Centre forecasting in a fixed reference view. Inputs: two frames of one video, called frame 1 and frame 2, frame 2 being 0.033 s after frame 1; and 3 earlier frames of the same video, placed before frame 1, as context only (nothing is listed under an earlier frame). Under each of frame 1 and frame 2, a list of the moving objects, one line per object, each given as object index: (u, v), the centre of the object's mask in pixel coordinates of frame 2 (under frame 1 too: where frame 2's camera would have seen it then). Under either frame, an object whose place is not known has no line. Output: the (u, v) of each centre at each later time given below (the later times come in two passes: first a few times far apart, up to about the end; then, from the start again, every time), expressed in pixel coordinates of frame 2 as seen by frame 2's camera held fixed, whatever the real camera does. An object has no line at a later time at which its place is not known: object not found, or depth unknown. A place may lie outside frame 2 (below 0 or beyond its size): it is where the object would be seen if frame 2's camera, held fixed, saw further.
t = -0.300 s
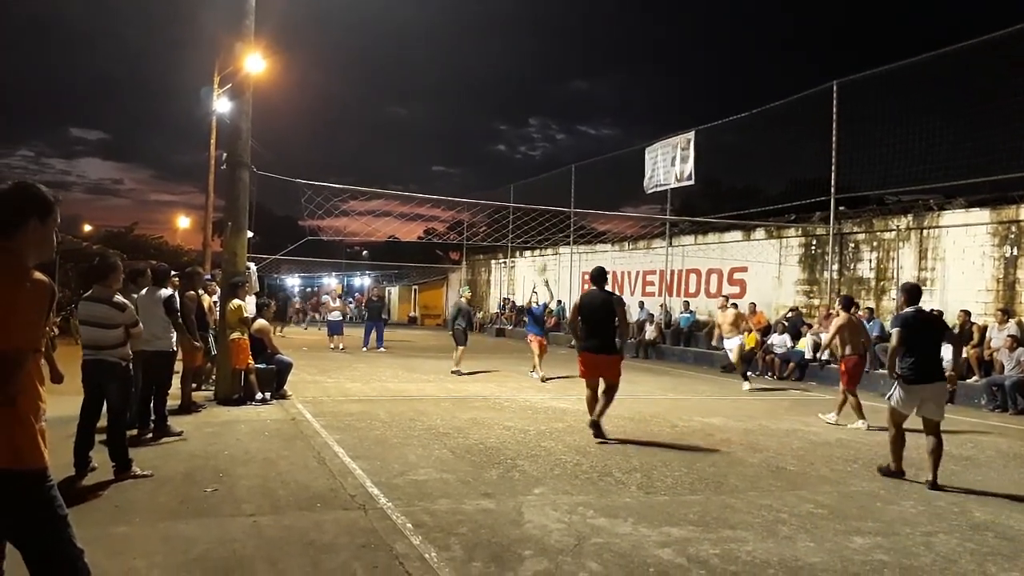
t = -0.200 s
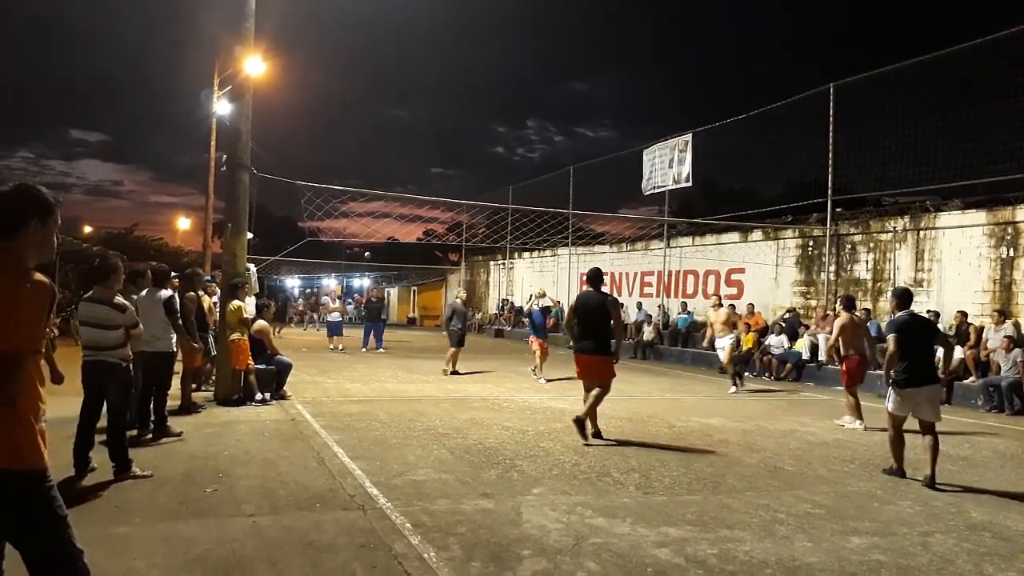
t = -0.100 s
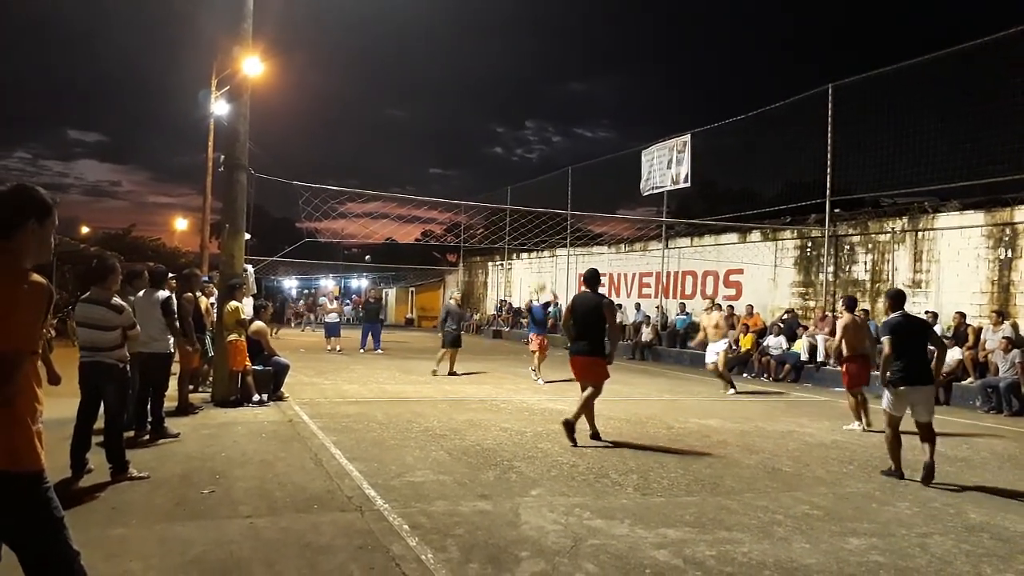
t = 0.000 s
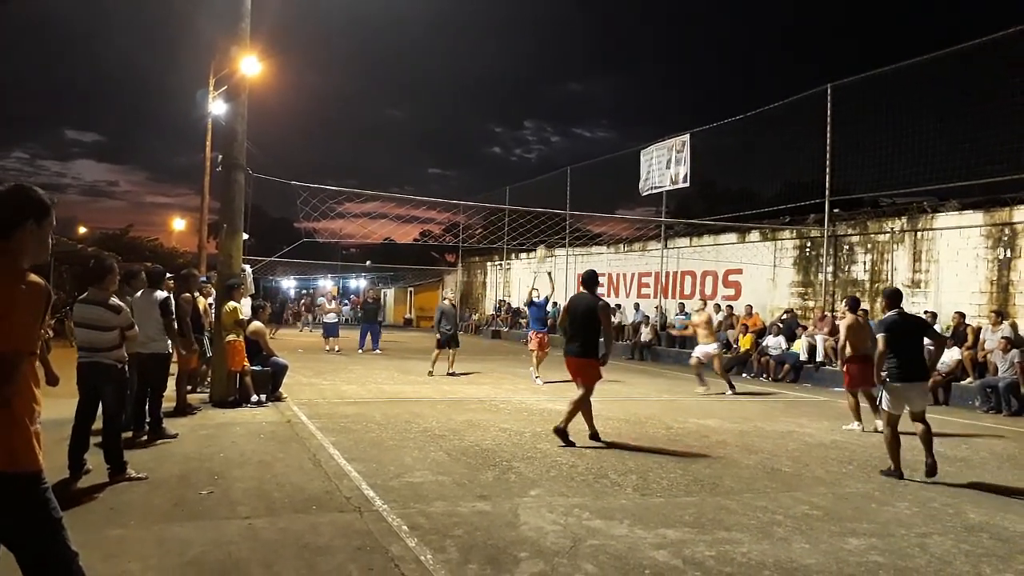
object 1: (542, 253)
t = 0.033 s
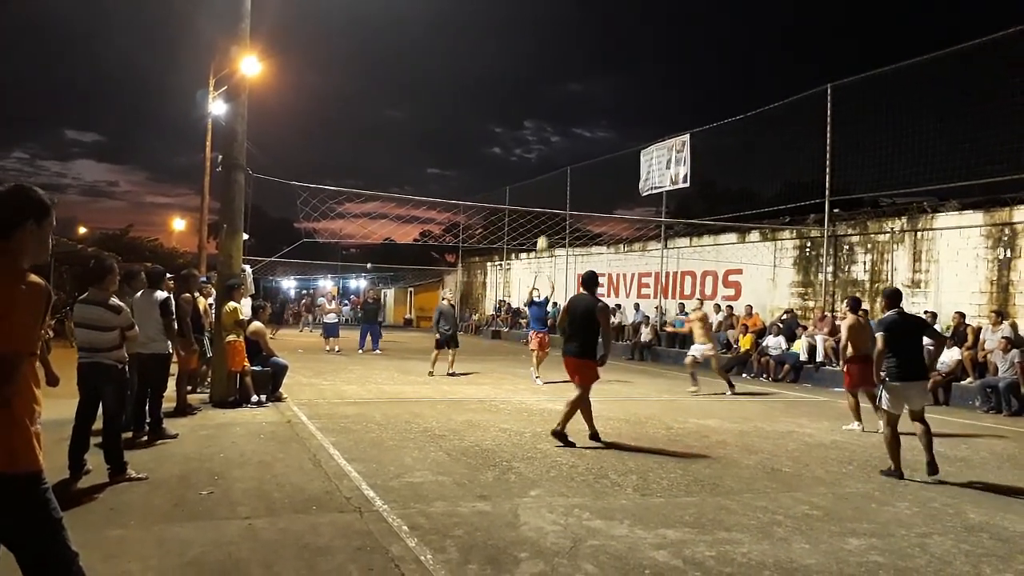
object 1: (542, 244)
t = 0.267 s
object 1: (549, 189)
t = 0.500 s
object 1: (556, 163)
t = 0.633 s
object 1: (559, 163)
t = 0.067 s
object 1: (543, 234)
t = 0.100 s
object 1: (544, 225)
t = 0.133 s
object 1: (545, 218)
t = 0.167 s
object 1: (546, 208)
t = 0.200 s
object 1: (547, 201)
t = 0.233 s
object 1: (549, 195)
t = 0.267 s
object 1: (549, 189)
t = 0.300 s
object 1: (550, 183)
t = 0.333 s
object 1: (551, 178)
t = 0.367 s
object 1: (552, 174)
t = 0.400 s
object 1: (554, 171)
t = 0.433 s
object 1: (554, 168)
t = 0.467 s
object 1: (555, 165)
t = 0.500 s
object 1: (556, 163)
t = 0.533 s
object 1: (557, 162)
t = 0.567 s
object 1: (557, 163)
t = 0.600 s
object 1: (558, 163)
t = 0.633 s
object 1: (559, 163)
